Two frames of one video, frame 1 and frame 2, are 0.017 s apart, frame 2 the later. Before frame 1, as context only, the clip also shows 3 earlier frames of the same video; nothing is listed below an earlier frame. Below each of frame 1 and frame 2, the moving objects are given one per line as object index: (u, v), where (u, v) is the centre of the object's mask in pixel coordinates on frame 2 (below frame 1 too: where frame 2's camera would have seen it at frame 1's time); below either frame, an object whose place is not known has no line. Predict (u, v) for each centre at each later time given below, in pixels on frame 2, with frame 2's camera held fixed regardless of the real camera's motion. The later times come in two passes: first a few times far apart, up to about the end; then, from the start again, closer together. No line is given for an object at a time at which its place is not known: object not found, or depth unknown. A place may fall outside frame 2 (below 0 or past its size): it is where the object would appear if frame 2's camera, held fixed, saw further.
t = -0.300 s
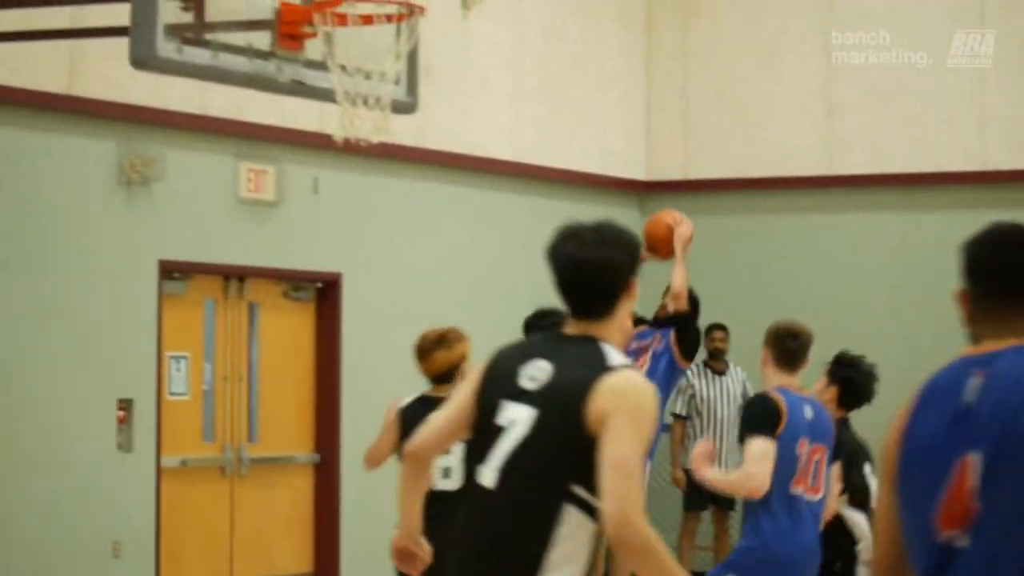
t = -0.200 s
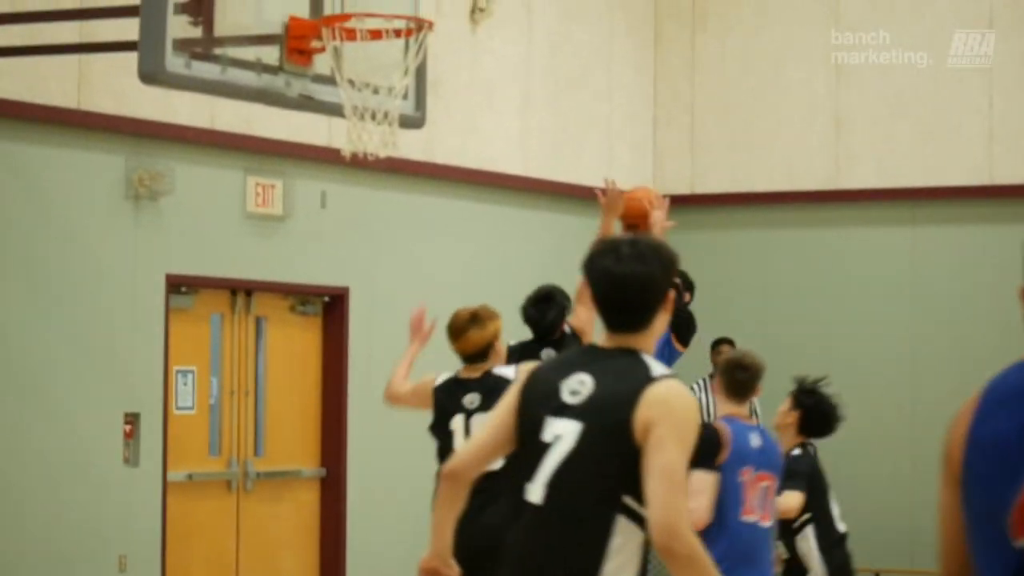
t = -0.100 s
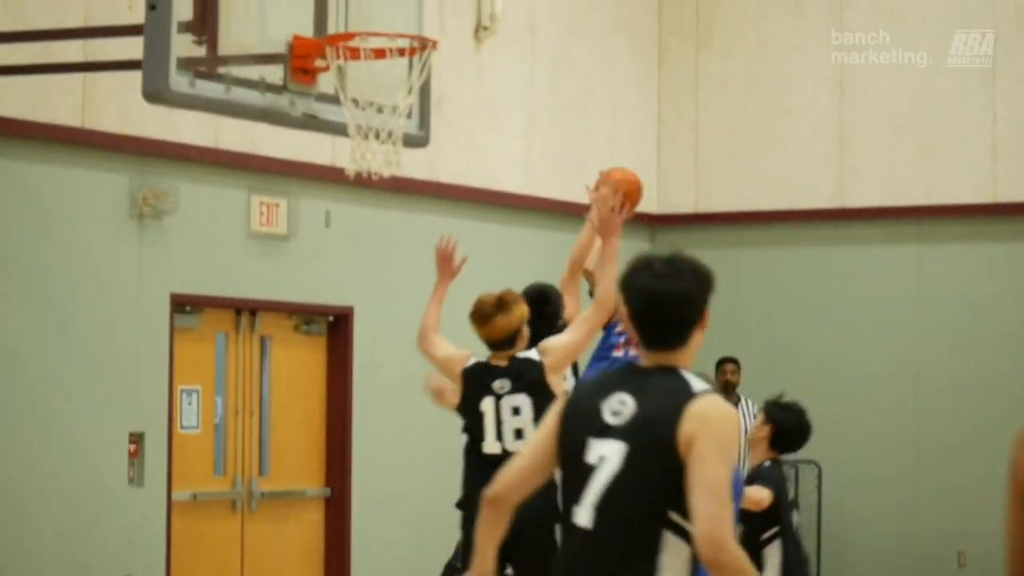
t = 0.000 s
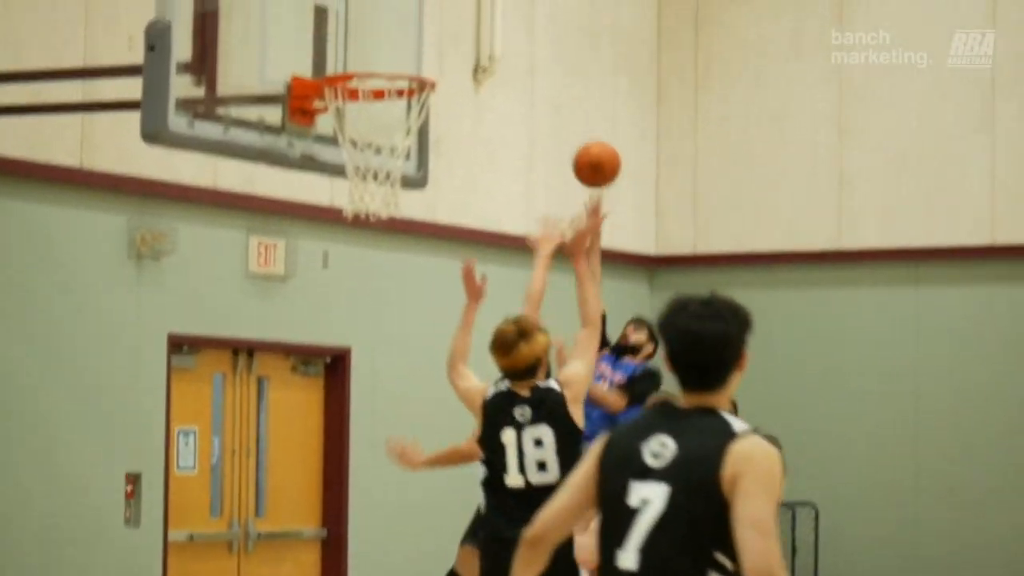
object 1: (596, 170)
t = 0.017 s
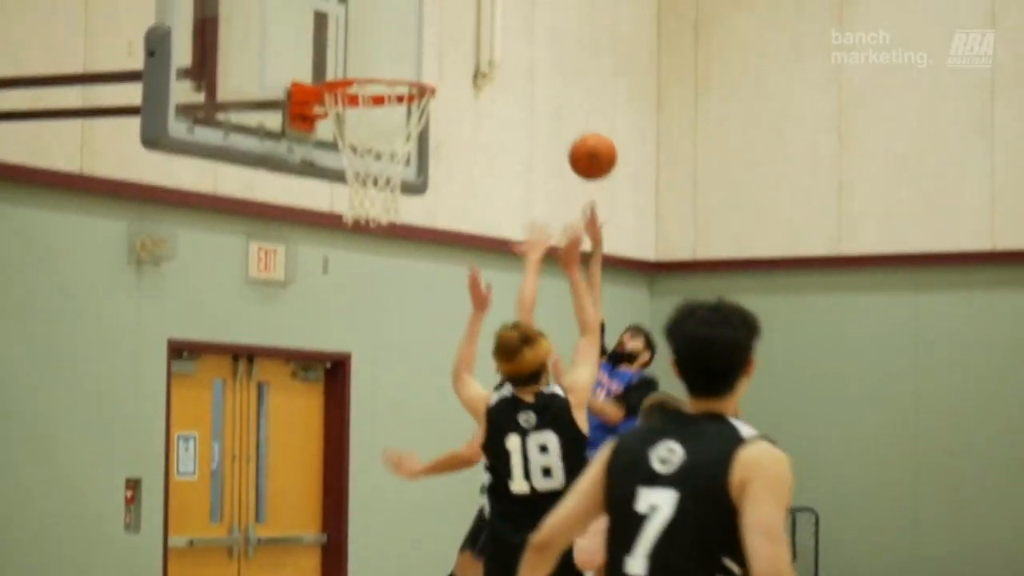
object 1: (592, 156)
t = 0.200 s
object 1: (551, 36)
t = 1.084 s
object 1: (337, 260)
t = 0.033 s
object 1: (589, 142)
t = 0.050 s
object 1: (586, 129)
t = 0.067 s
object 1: (582, 117)
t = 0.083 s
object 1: (579, 105)
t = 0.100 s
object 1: (575, 94)
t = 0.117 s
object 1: (571, 83)
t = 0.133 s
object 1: (567, 72)
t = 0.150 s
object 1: (563, 63)
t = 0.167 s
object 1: (559, 53)
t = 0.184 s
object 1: (555, 45)
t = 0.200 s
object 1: (551, 36)
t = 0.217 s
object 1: (547, 28)
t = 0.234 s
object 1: (543, 21)
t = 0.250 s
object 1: (539, 14)
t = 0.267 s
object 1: (534, 8)
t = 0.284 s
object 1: (530, 2)
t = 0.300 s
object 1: (526, -3)
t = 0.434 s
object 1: (490, -25)
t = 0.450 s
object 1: (485, -25)
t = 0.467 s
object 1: (480, -25)
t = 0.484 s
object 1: (475, -24)
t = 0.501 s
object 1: (471, -22)
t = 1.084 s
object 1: (337, 260)
